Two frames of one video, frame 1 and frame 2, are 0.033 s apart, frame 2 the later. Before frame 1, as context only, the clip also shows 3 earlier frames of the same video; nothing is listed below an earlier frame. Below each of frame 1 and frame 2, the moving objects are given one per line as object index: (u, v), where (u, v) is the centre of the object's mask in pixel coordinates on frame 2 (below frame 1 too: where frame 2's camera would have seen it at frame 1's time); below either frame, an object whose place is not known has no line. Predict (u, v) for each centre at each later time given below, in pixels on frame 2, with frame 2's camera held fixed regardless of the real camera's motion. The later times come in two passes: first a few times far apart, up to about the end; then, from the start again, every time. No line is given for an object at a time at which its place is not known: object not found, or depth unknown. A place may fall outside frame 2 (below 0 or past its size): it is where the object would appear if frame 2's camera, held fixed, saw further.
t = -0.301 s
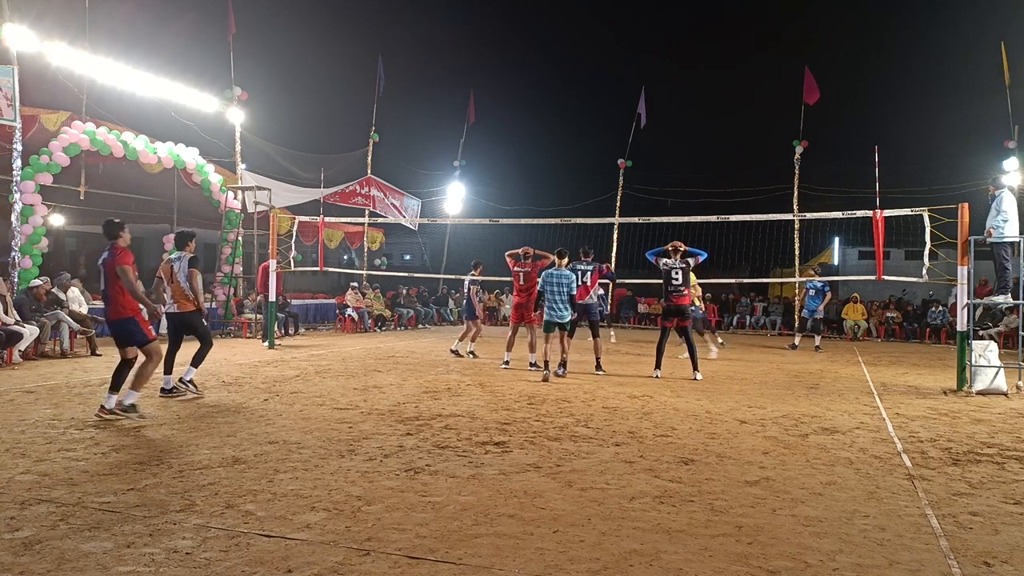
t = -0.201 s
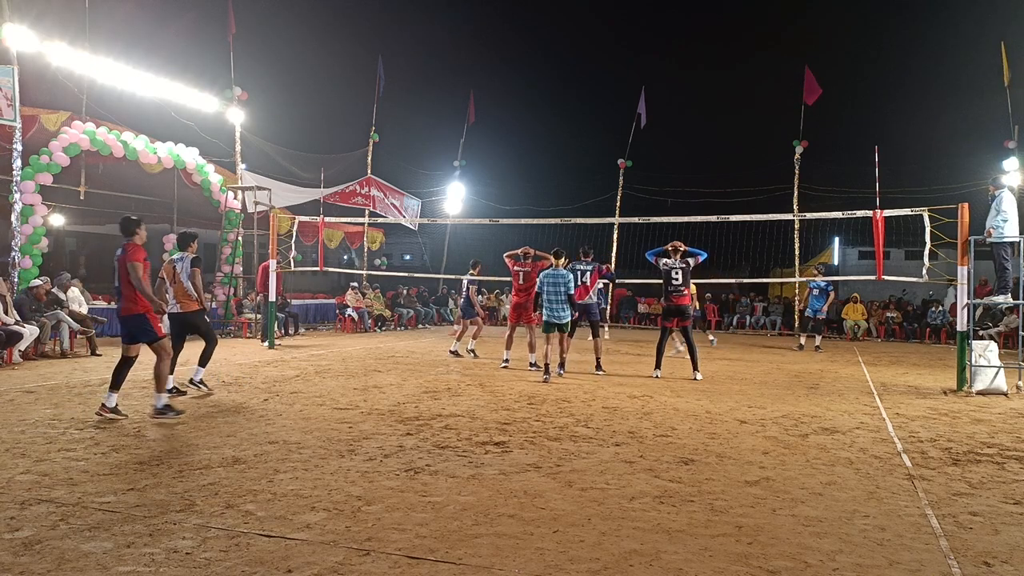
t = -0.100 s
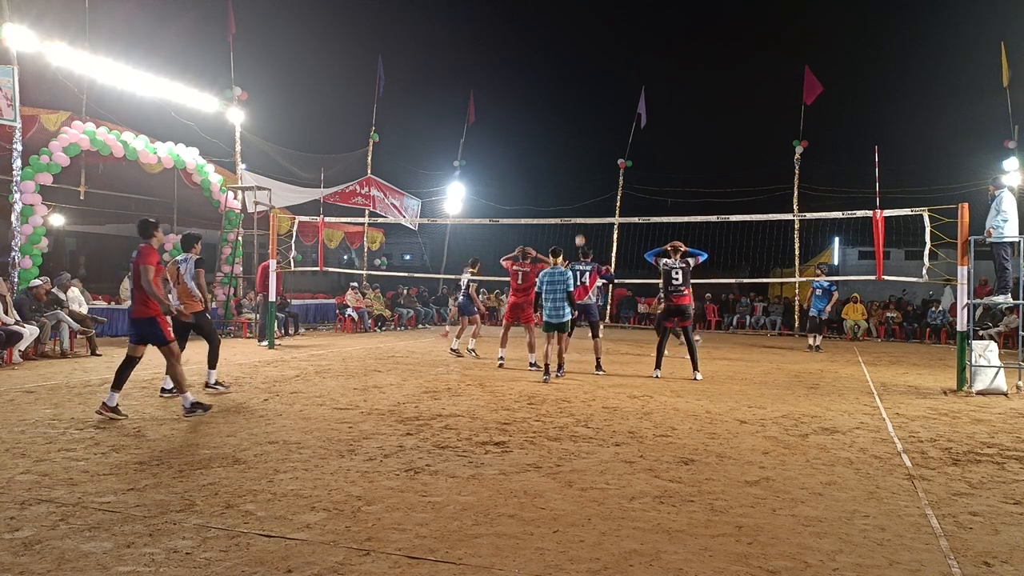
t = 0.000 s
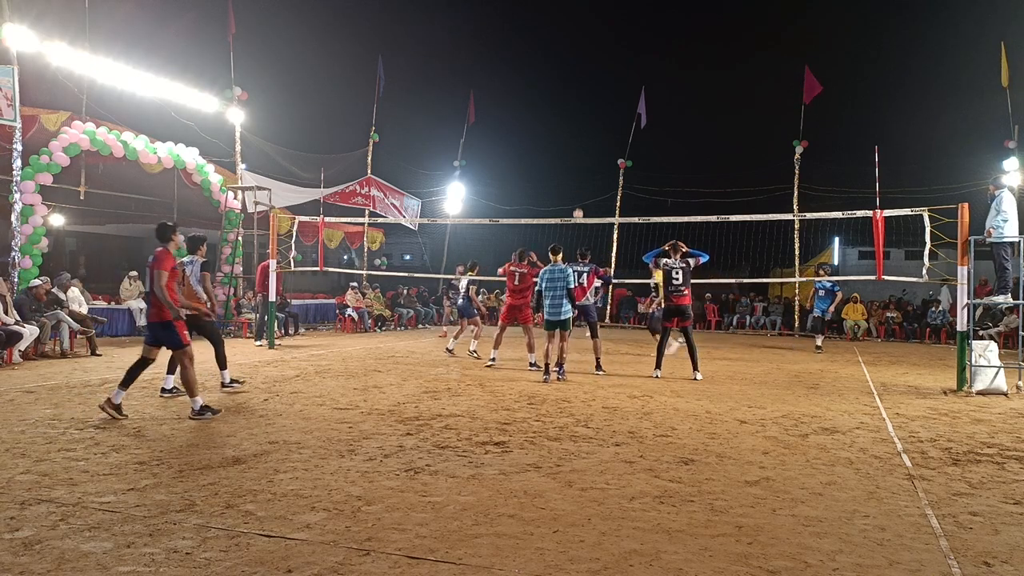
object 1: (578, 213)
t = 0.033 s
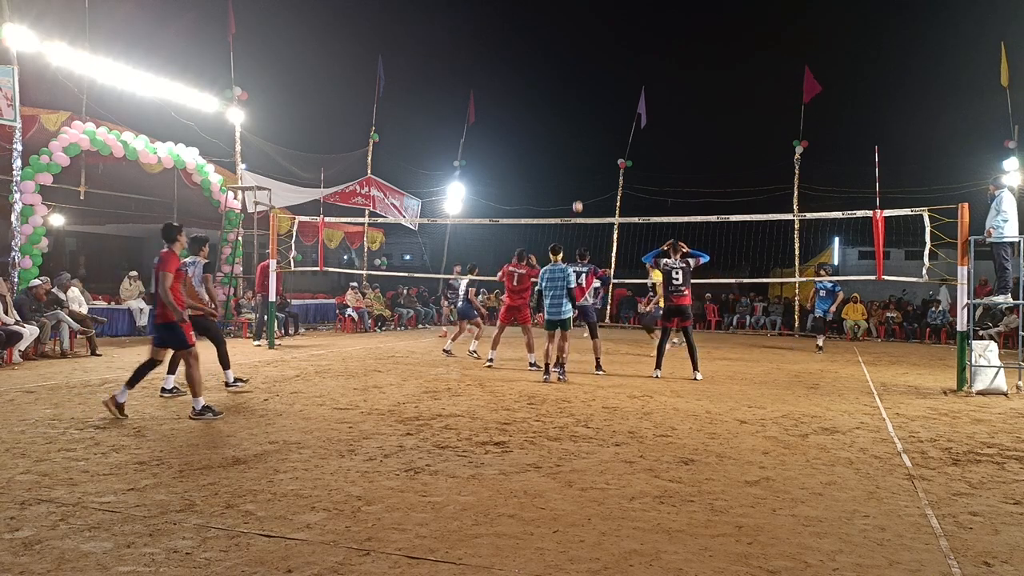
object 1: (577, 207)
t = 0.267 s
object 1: (573, 163)
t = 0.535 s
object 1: (567, 139)
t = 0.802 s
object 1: (561, 150)
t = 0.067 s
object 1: (577, 199)
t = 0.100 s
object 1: (576, 192)
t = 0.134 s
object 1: (575, 185)
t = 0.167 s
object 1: (575, 179)
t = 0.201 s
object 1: (574, 173)
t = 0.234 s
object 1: (574, 168)
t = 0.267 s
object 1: (573, 163)
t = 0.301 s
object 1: (572, 158)
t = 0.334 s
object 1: (572, 154)
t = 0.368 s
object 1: (571, 150)
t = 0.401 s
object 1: (570, 147)
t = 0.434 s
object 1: (569, 144)
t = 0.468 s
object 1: (569, 142)
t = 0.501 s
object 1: (568, 140)
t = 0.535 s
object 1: (567, 139)
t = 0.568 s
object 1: (566, 139)
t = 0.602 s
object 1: (566, 139)
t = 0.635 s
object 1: (565, 139)
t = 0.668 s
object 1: (564, 140)
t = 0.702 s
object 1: (563, 142)
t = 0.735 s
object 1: (562, 144)
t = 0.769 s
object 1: (561, 147)
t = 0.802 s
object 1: (561, 150)
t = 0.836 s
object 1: (560, 154)
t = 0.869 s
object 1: (559, 159)
